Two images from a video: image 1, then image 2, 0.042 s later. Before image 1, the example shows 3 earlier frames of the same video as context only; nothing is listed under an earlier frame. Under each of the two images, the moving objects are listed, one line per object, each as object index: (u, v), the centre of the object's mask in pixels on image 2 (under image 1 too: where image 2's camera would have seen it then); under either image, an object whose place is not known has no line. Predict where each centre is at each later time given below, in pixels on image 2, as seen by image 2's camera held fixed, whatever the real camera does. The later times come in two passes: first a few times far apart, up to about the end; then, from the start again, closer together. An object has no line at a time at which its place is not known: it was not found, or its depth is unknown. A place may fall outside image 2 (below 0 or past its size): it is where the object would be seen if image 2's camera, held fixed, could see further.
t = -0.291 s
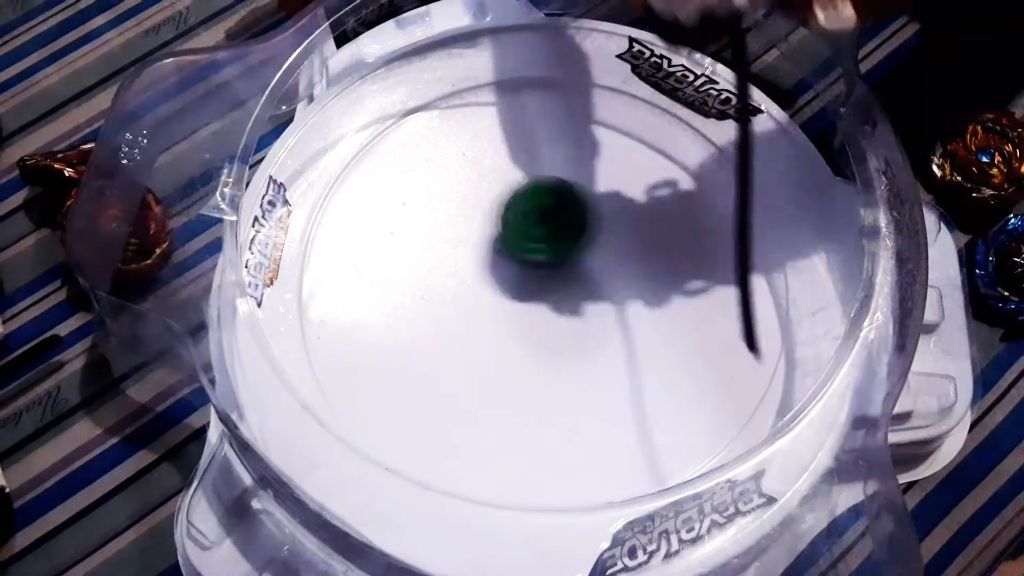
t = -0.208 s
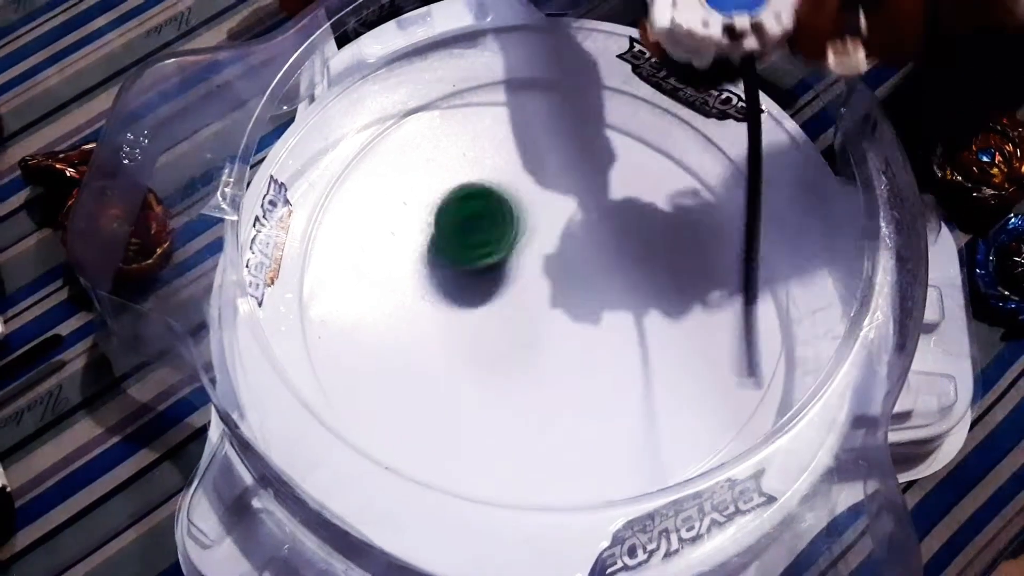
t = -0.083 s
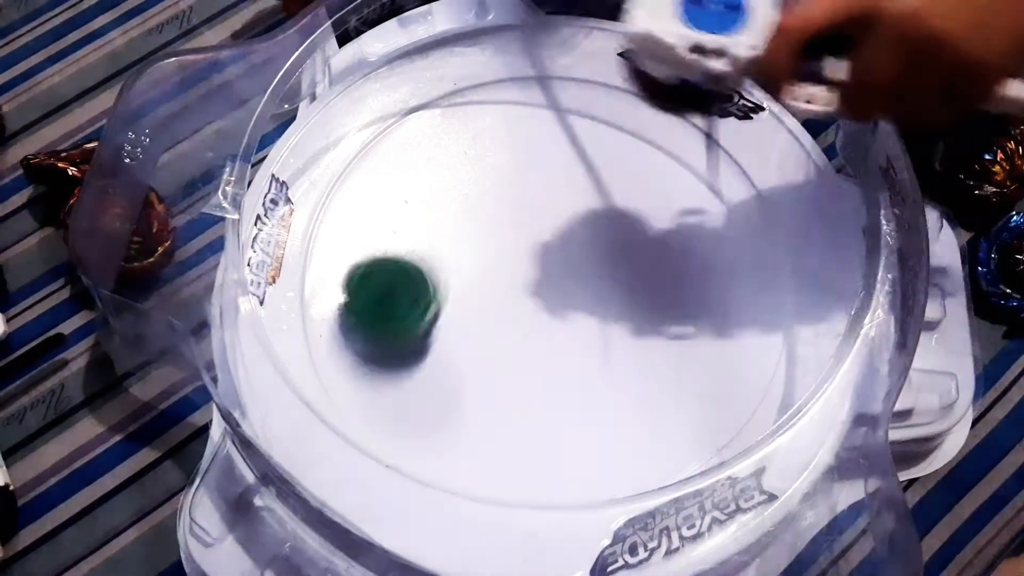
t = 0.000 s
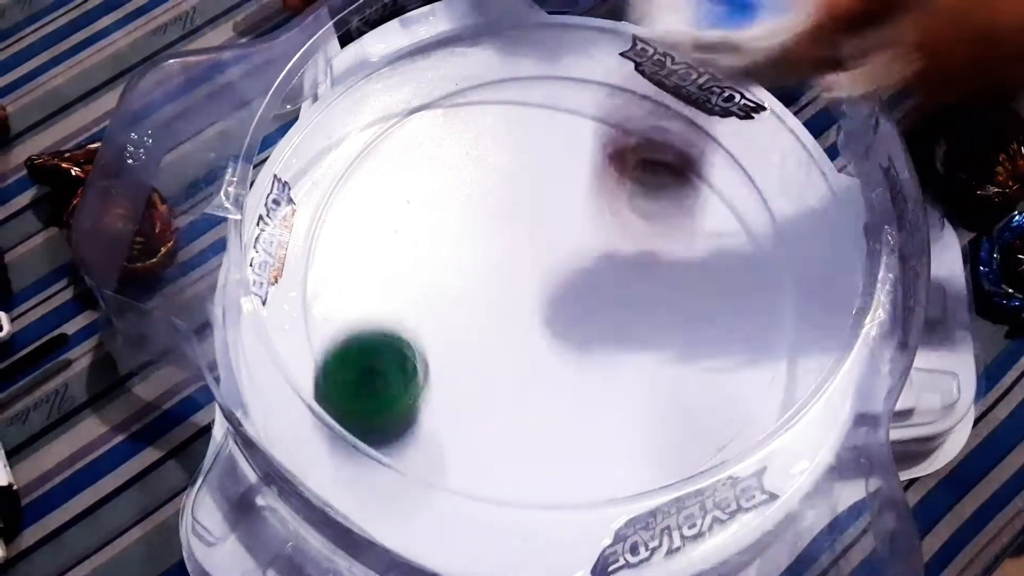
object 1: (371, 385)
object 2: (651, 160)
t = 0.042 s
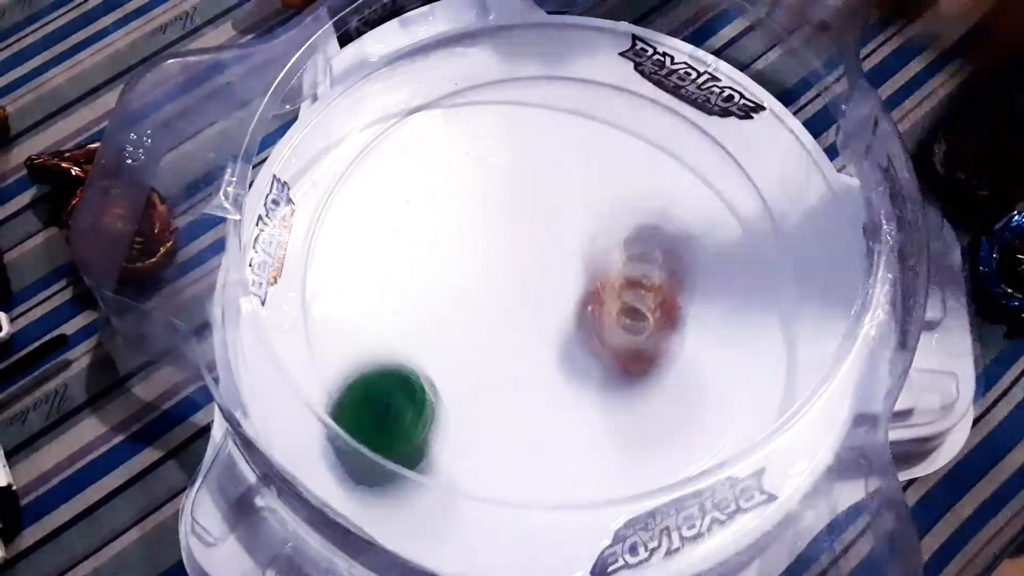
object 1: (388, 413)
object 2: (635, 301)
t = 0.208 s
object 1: (407, 499)
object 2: (702, 420)
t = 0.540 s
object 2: (689, 156)
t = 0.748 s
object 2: (497, 99)
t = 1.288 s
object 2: (478, 107)
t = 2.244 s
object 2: (450, 153)
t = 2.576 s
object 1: (678, 247)
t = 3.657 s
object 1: (635, 289)
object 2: (680, 127)
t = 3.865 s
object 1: (512, 199)
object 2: (631, 137)
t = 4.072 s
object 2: (532, 185)
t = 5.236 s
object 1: (426, 219)
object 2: (537, 349)
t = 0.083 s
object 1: (417, 436)
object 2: (620, 358)
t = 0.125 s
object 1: (451, 472)
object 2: (602, 416)
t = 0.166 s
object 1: (448, 492)
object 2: (625, 447)
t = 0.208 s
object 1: (407, 499)
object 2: (702, 420)
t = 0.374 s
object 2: (817, 270)
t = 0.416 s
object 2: (800, 237)
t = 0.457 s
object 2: (764, 208)
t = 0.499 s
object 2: (728, 179)
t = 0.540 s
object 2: (689, 156)
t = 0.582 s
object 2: (648, 136)
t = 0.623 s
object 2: (610, 120)
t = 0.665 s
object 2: (570, 108)
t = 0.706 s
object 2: (532, 102)
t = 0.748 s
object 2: (497, 99)
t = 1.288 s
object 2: (478, 107)
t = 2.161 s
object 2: (445, 132)
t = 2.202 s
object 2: (447, 140)
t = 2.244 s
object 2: (450, 153)
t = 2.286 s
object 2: (455, 168)
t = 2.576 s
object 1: (678, 247)
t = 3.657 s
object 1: (635, 289)
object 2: (680, 127)
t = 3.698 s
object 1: (619, 260)
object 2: (681, 115)
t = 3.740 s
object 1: (597, 235)
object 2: (674, 112)
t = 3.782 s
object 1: (571, 217)
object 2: (661, 118)
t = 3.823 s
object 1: (542, 204)
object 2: (648, 126)
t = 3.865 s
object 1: (512, 199)
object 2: (631, 137)
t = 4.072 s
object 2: (532, 185)
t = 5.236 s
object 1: (426, 219)
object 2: (537, 349)
